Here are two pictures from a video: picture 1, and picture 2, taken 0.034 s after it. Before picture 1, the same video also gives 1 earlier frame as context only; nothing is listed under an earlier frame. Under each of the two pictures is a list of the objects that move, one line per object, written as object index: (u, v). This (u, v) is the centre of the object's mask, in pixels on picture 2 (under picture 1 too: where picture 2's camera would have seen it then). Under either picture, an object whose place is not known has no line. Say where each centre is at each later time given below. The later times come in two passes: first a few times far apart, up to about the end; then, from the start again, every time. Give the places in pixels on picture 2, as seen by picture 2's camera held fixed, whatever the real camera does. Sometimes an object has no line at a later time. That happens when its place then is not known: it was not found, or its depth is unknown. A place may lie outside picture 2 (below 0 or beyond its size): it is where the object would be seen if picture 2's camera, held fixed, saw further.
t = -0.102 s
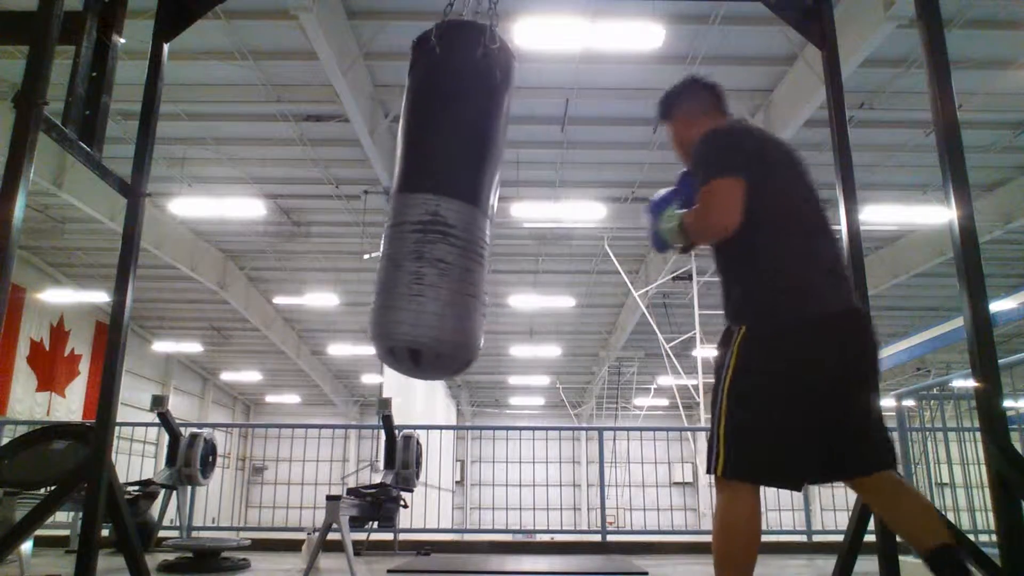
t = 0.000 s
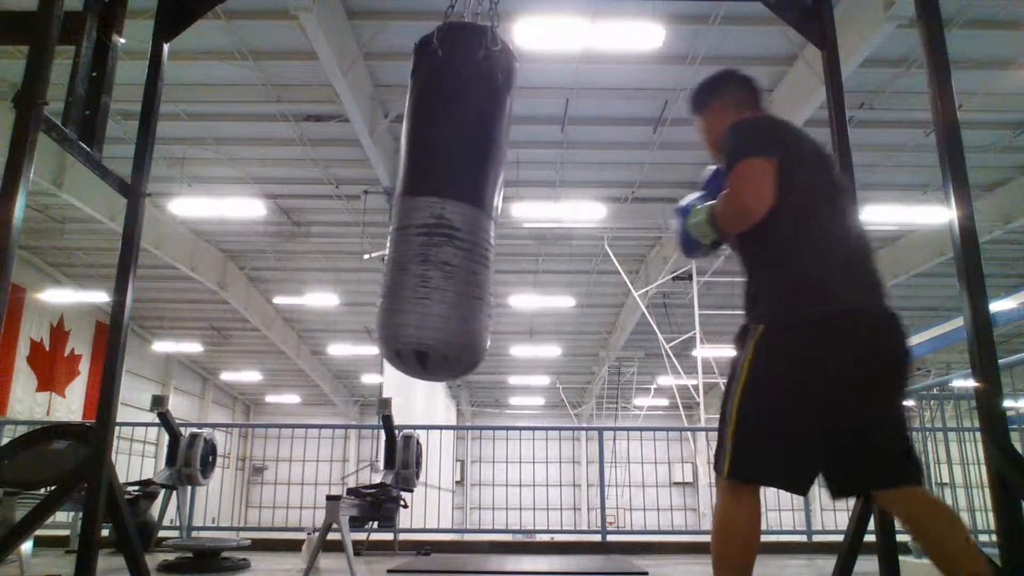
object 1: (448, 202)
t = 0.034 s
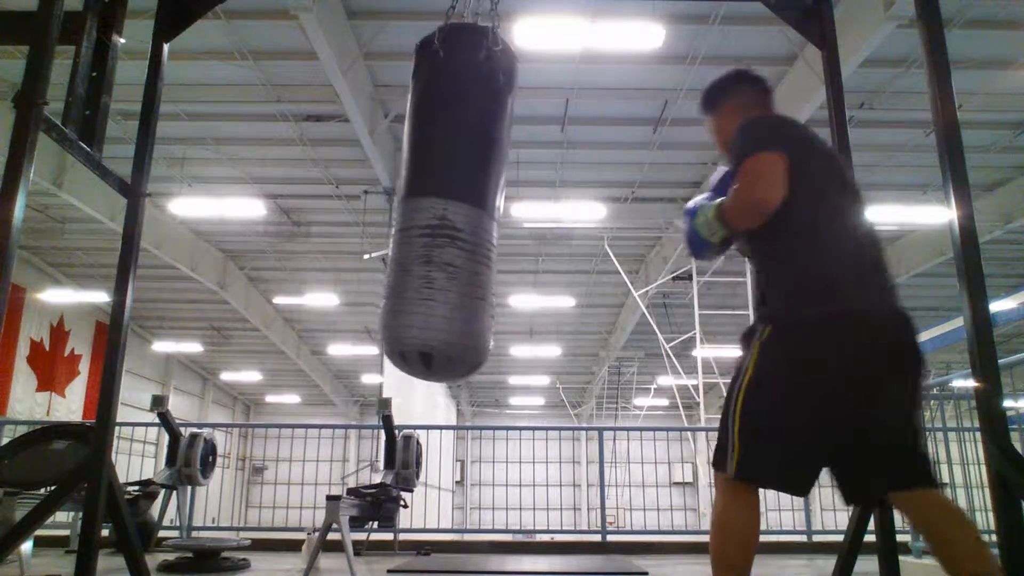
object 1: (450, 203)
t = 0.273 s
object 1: (472, 205)
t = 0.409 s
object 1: (488, 207)
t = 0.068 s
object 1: (452, 204)
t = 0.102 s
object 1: (455, 204)
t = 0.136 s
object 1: (458, 205)
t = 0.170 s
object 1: (461, 205)
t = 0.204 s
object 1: (465, 204)
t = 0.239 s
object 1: (468, 205)
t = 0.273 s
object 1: (472, 205)
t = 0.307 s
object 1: (476, 206)
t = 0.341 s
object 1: (480, 206)
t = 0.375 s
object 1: (485, 207)
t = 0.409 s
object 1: (488, 207)
